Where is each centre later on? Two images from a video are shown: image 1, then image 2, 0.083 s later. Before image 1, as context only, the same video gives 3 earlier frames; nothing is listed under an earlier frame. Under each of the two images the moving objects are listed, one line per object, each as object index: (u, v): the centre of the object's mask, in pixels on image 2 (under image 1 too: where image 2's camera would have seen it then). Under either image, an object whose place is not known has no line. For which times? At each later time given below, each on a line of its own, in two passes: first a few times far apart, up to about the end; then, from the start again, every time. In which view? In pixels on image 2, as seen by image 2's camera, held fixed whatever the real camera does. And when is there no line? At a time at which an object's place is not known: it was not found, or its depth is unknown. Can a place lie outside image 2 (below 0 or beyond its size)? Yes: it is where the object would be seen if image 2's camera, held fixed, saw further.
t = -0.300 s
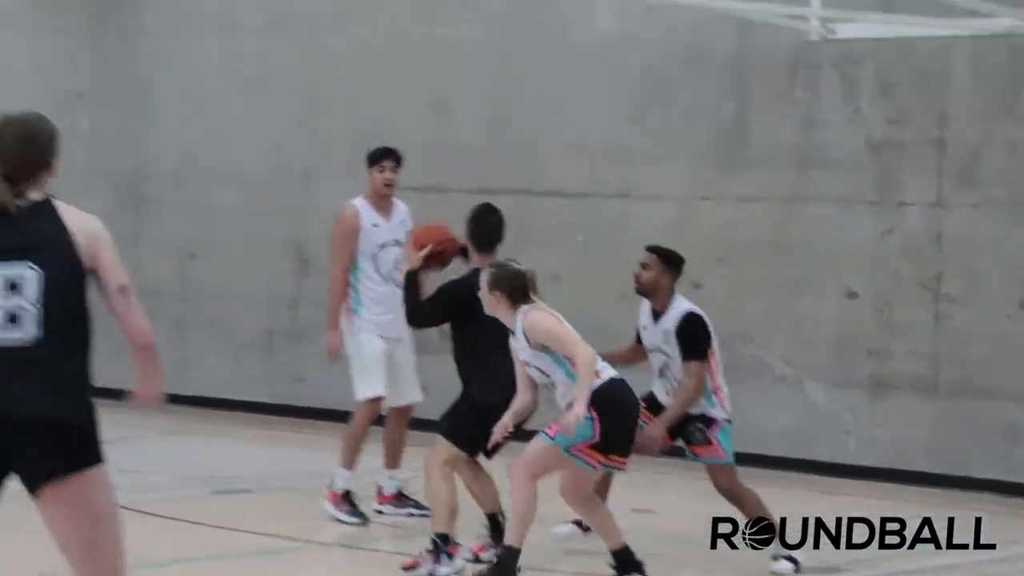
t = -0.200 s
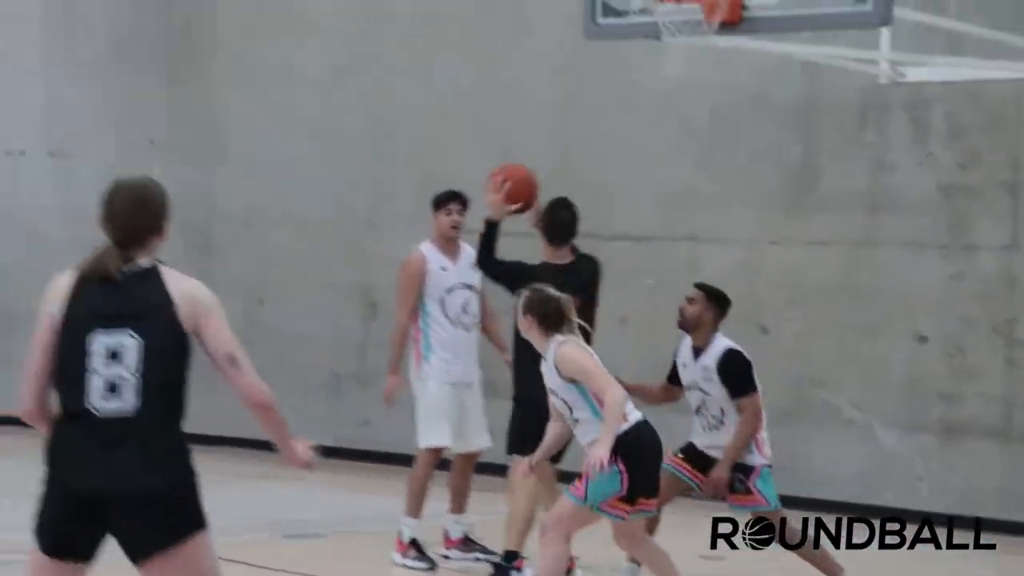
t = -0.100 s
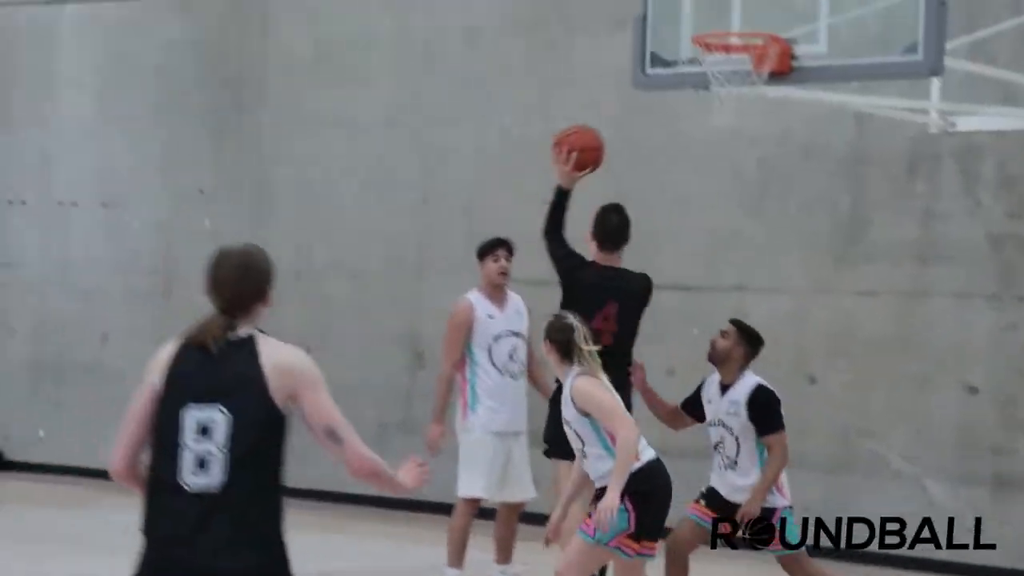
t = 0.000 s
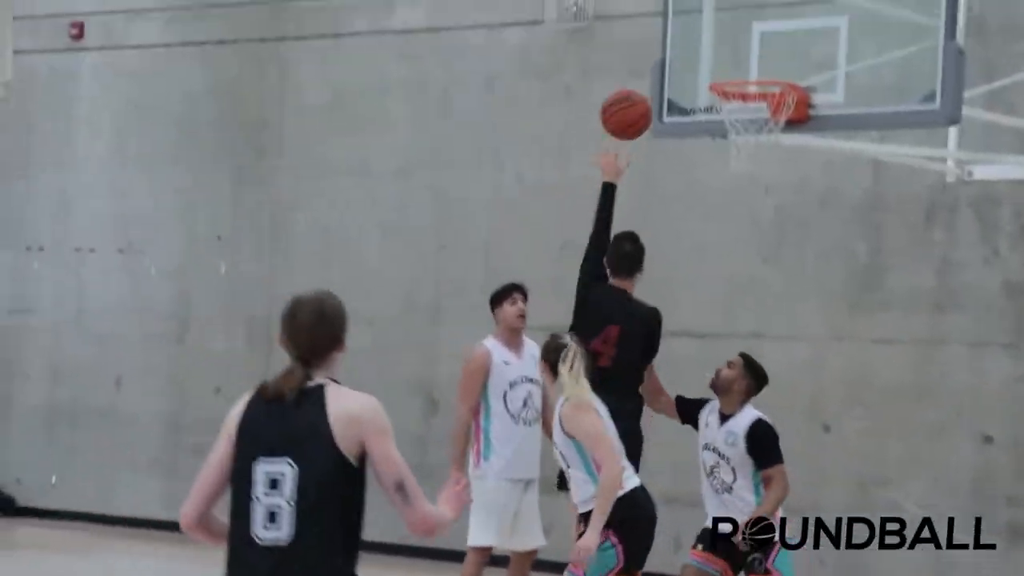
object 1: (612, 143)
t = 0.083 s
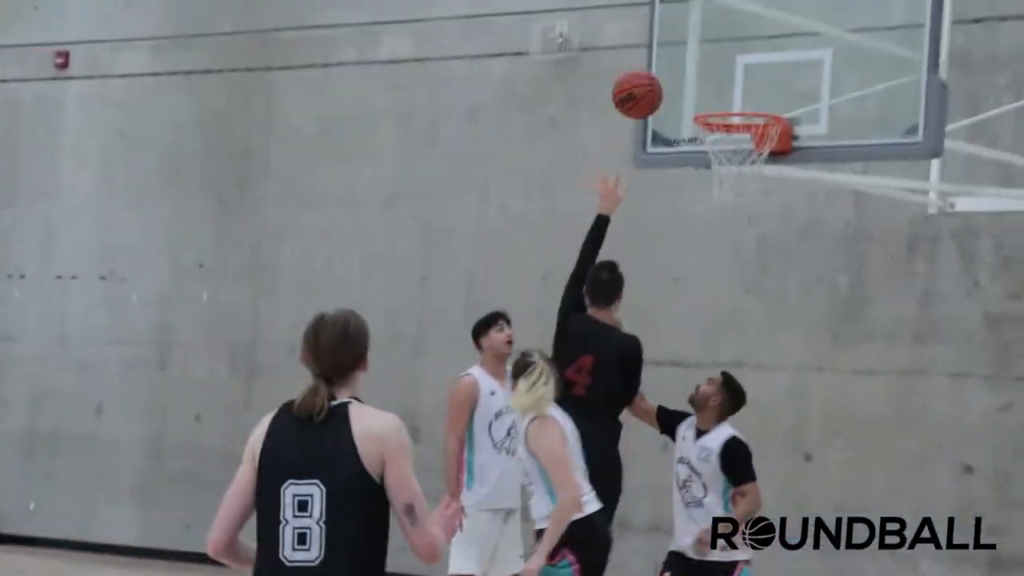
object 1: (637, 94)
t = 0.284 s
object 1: (694, 38)
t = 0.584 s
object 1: (759, 93)
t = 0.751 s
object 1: (747, 71)
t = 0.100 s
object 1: (643, 86)
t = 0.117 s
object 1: (647, 79)
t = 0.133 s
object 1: (652, 72)
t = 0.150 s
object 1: (656, 66)
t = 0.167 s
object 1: (661, 61)
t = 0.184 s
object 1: (666, 56)
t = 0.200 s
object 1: (670, 52)
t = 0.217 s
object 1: (675, 48)
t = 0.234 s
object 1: (681, 44)
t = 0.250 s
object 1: (685, 41)
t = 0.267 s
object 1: (690, 40)
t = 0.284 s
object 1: (694, 38)
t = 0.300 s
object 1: (698, 37)
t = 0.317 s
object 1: (702, 36)
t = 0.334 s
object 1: (707, 36)
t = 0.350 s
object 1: (711, 36)
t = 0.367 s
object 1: (715, 37)
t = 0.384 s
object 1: (719, 38)
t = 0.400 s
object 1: (723, 40)
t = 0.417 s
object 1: (726, 43)
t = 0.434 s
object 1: (730, 46)
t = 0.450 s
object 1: (733, 49)
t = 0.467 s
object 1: (737, 53)
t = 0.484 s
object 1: (740, 57)
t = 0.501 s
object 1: (743, 62)
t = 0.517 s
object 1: (747, 68)
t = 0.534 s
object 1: (750, 73)
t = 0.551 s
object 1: (753, 80)
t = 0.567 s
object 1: (756, 87)
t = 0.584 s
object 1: (759, 93)
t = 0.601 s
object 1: (763, 99)
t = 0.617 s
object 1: (765, 99)
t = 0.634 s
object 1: (765, 97)
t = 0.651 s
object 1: (762, 92)
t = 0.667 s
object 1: (760, 87)
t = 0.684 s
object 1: (758, 83)
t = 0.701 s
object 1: (755, 80)
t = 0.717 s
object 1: (752, 76)
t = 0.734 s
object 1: (750, 74)
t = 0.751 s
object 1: (747, 71)
